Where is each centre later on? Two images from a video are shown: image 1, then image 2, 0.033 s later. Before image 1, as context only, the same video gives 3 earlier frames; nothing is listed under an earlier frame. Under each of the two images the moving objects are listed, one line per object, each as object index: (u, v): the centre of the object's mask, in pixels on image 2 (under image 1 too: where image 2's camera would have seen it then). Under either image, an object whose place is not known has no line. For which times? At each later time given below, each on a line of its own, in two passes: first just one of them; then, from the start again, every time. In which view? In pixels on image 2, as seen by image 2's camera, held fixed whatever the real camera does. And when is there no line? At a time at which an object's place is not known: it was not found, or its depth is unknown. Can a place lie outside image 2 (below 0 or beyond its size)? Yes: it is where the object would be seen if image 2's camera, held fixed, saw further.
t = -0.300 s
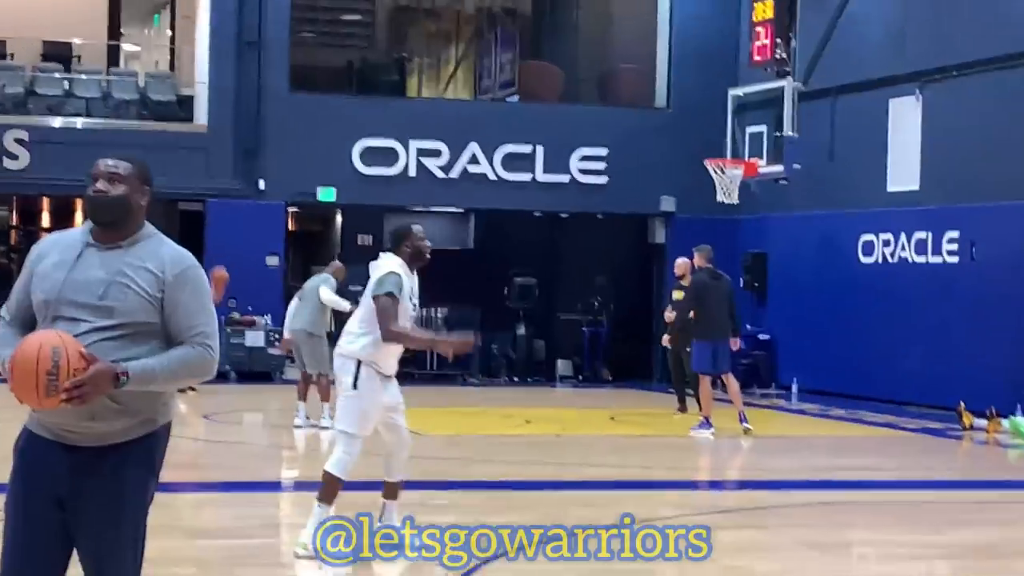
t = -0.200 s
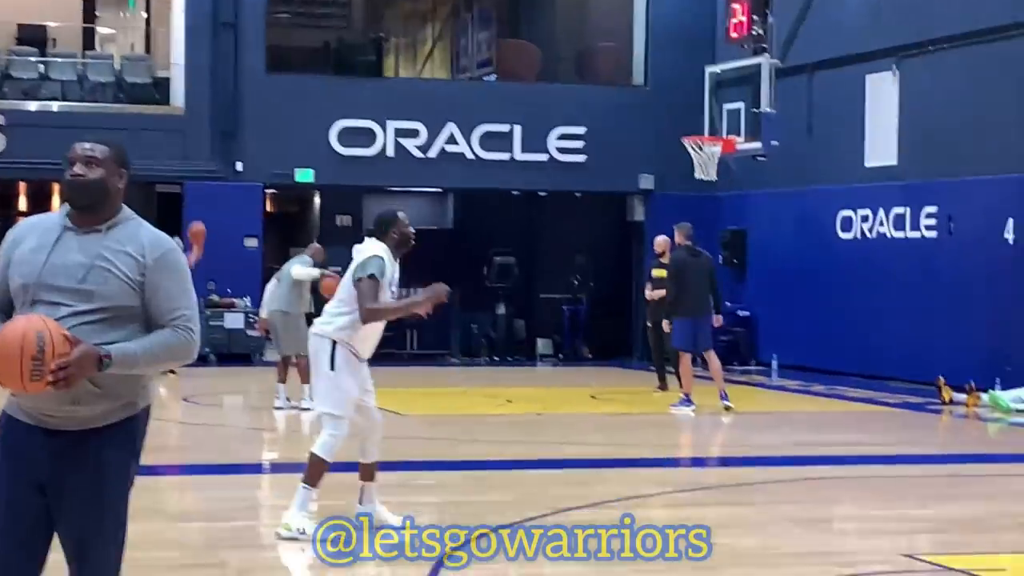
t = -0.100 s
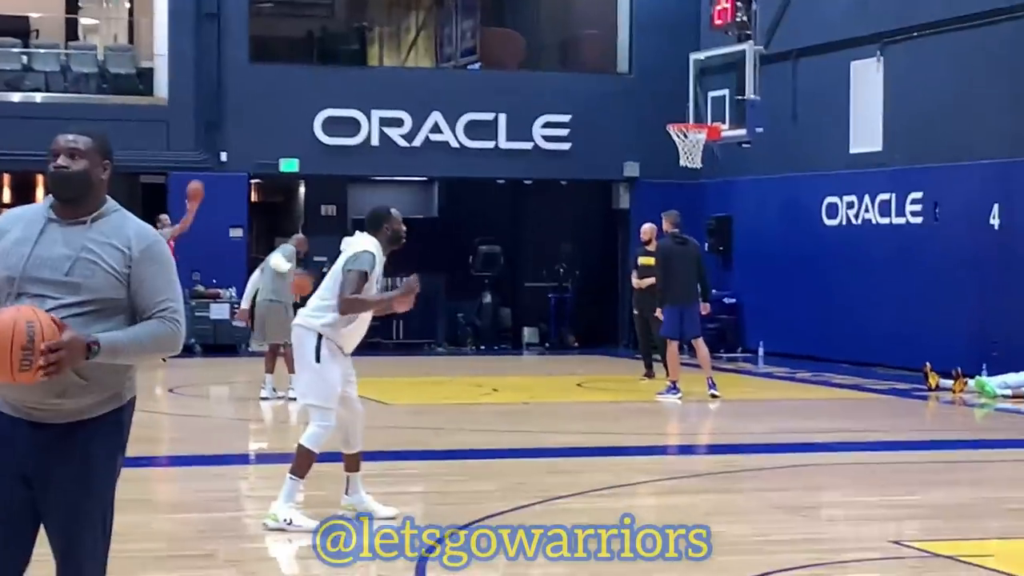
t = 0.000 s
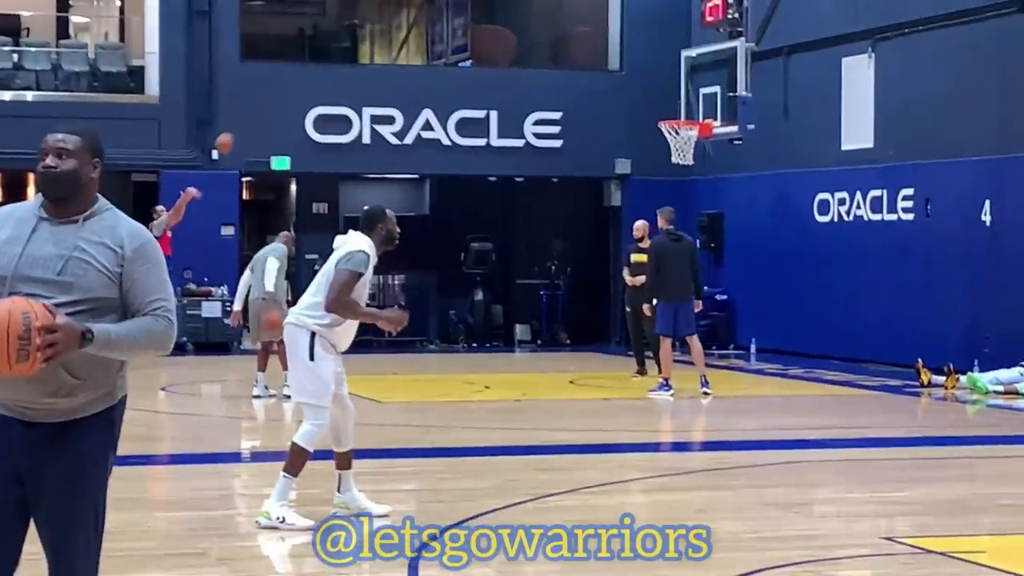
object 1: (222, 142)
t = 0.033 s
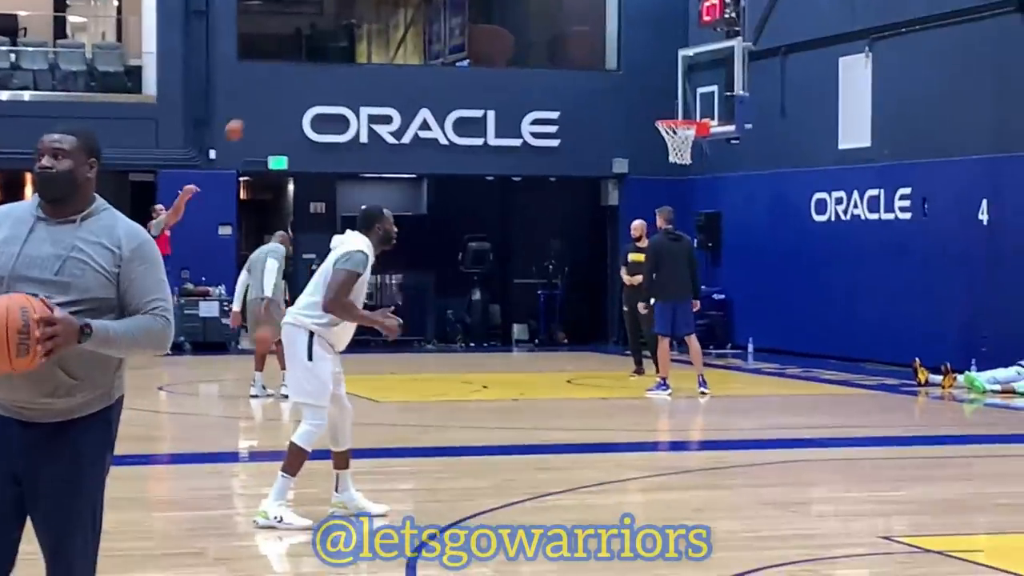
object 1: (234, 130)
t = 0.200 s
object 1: (299, 74)
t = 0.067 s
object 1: (247, 117)
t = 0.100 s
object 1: (260, 105)
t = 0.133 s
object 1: (273, 94)
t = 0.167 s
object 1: (286, 83)
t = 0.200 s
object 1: (299, 74)
